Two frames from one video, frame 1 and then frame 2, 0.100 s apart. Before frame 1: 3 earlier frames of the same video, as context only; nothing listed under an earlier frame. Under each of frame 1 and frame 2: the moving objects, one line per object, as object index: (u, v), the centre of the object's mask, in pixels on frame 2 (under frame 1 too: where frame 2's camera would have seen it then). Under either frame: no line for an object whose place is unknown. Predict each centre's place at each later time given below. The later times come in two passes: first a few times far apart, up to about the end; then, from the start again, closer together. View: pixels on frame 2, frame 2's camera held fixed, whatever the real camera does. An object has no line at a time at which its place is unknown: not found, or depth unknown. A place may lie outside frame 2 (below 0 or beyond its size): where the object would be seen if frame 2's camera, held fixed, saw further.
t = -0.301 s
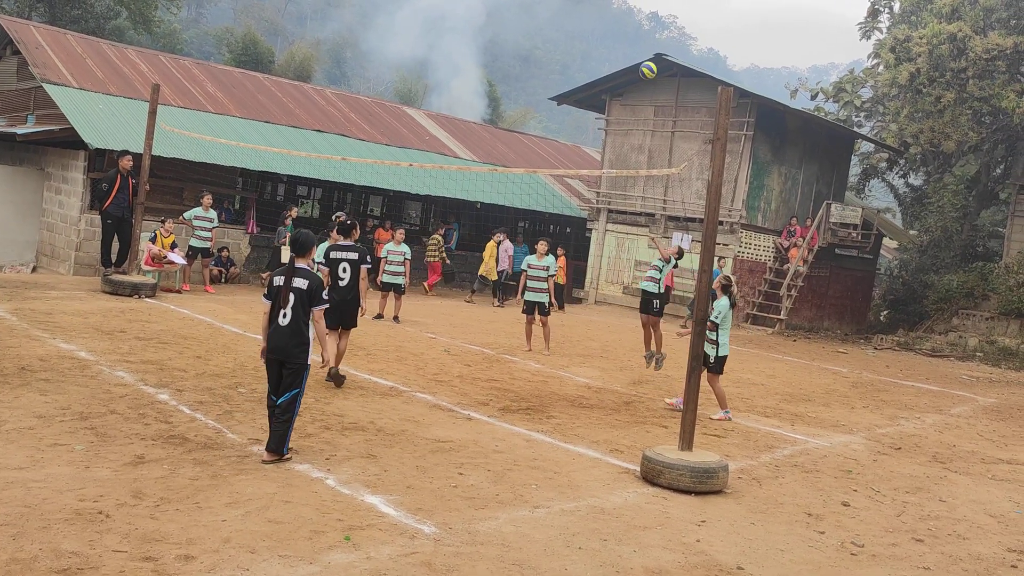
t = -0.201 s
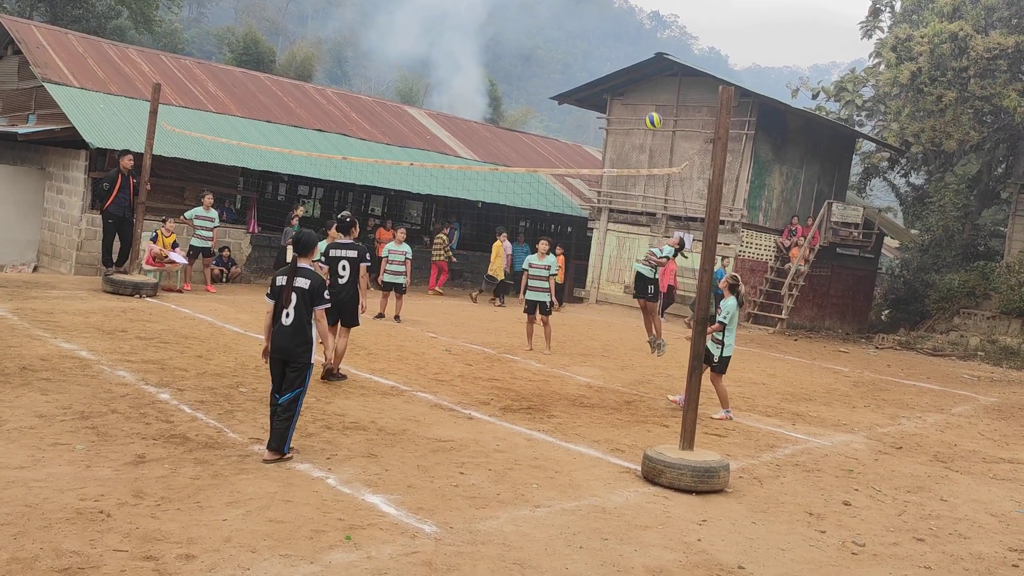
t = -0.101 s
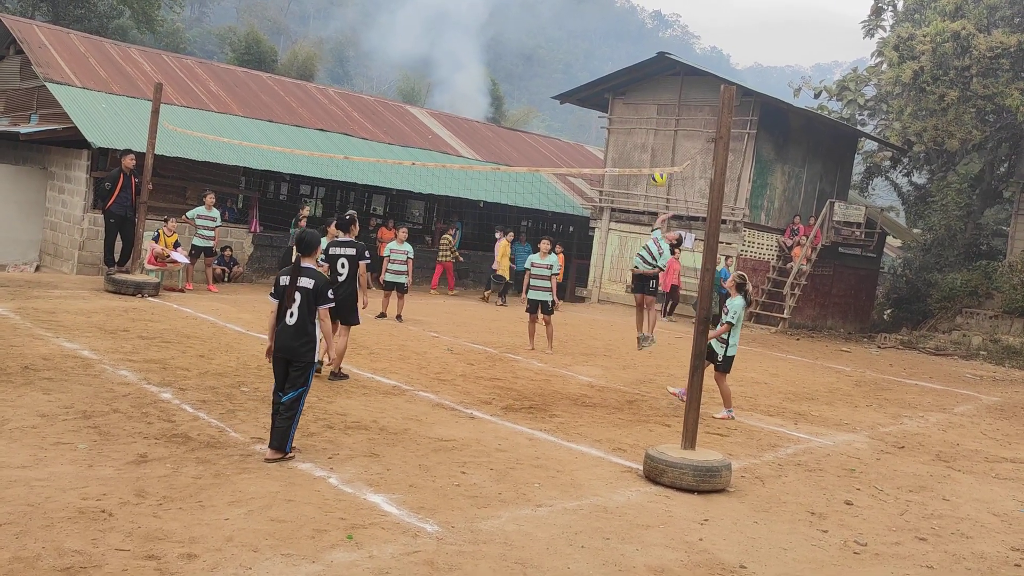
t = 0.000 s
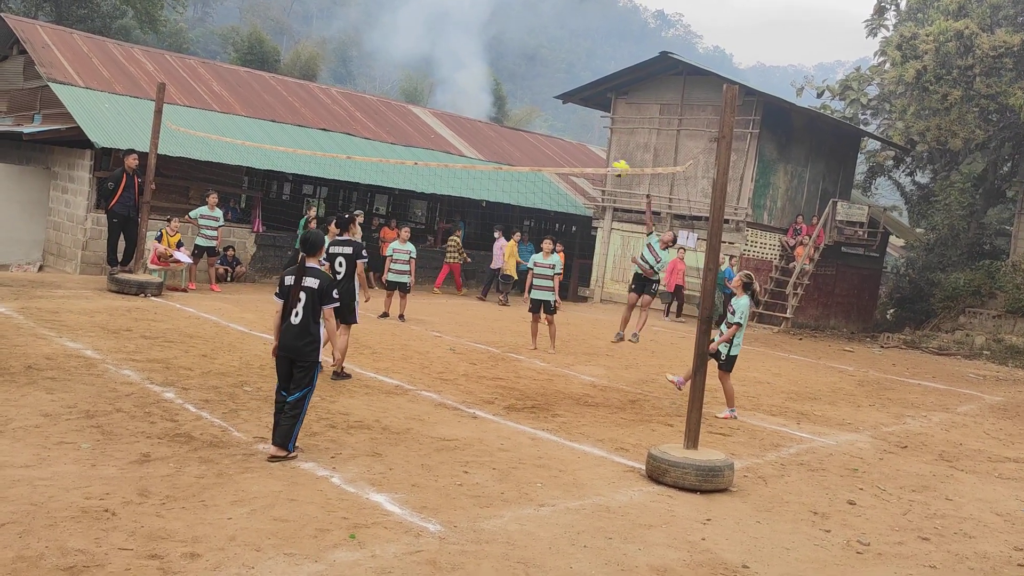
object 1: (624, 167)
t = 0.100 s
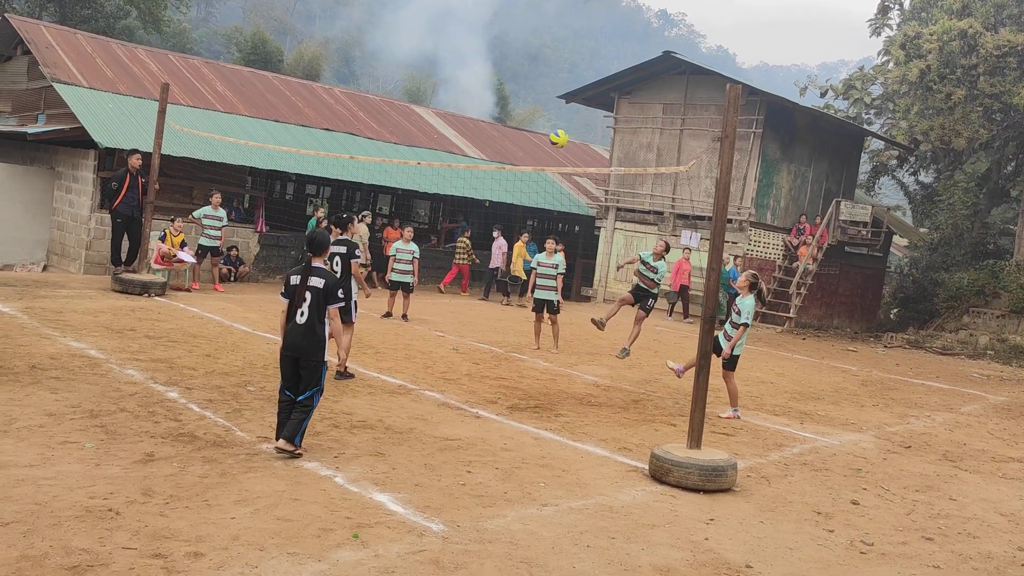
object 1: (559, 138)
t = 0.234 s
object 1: (459, 110)
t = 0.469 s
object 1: (236, 102)
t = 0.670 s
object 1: (-20, 153)
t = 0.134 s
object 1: (535, 130)
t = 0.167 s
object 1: (511, 123)
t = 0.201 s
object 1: (485, 116)
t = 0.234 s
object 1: (459, 110)
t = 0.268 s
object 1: (431, 106)
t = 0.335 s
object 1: (372, 99)
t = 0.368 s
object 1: (340, 98)
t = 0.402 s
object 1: (307, 97)
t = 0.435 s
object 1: (272, 99)
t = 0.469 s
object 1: (236, 102)
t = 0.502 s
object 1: (199, 106)
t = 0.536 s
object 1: (159, 111)
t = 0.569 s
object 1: (117, 118)
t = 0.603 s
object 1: (72, 128)
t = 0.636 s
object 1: (26, 139)
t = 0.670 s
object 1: (-20, 153)
